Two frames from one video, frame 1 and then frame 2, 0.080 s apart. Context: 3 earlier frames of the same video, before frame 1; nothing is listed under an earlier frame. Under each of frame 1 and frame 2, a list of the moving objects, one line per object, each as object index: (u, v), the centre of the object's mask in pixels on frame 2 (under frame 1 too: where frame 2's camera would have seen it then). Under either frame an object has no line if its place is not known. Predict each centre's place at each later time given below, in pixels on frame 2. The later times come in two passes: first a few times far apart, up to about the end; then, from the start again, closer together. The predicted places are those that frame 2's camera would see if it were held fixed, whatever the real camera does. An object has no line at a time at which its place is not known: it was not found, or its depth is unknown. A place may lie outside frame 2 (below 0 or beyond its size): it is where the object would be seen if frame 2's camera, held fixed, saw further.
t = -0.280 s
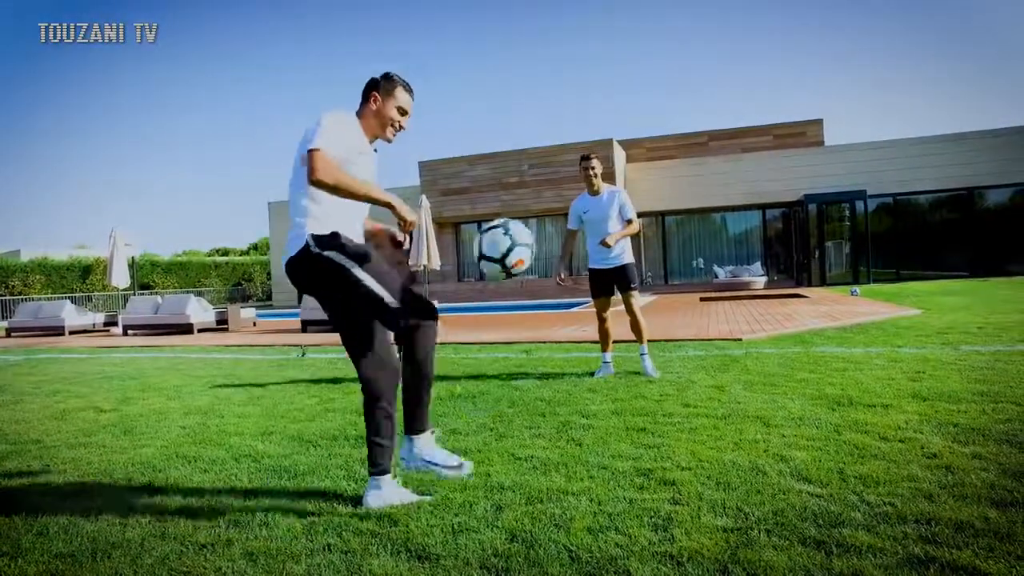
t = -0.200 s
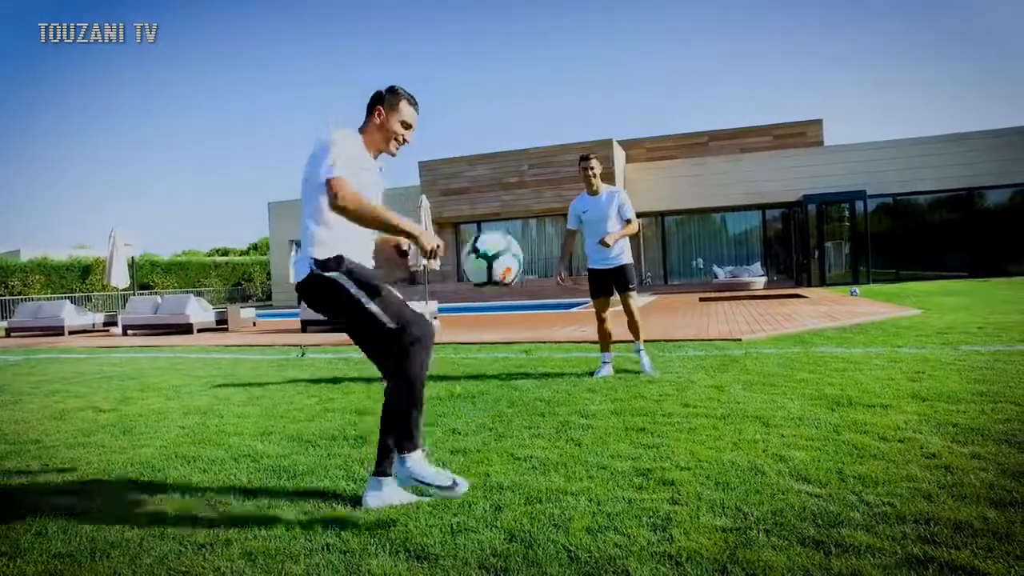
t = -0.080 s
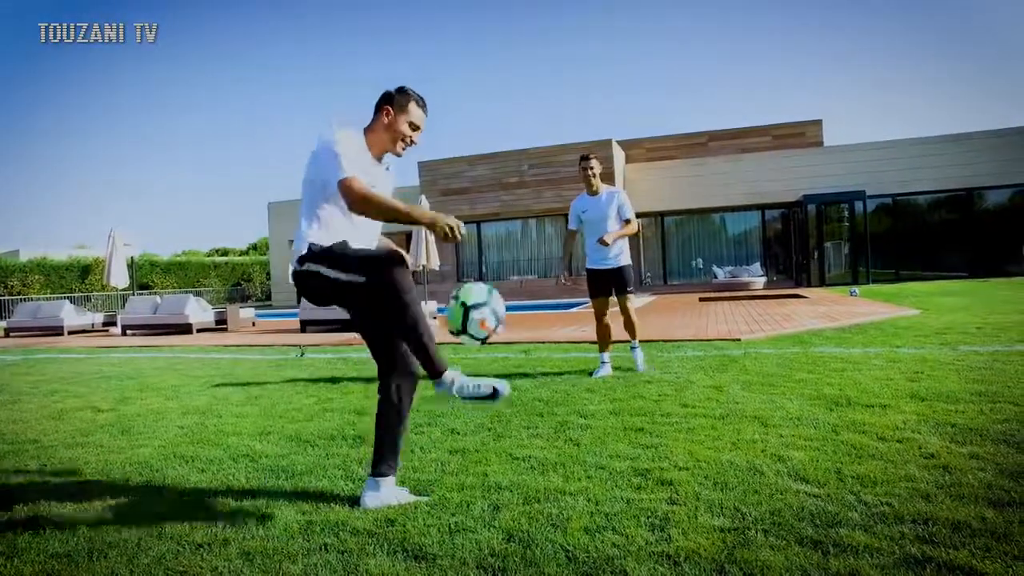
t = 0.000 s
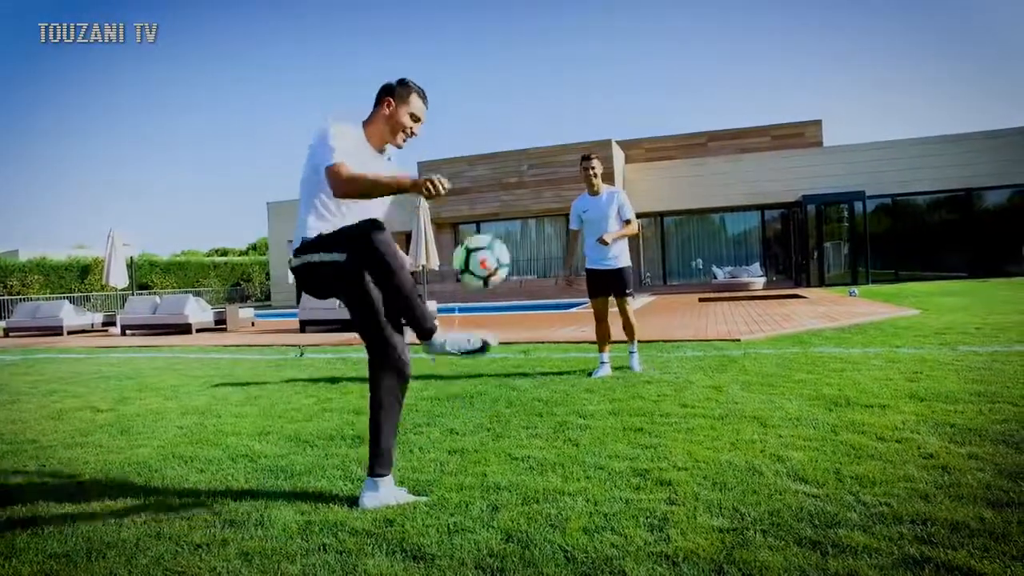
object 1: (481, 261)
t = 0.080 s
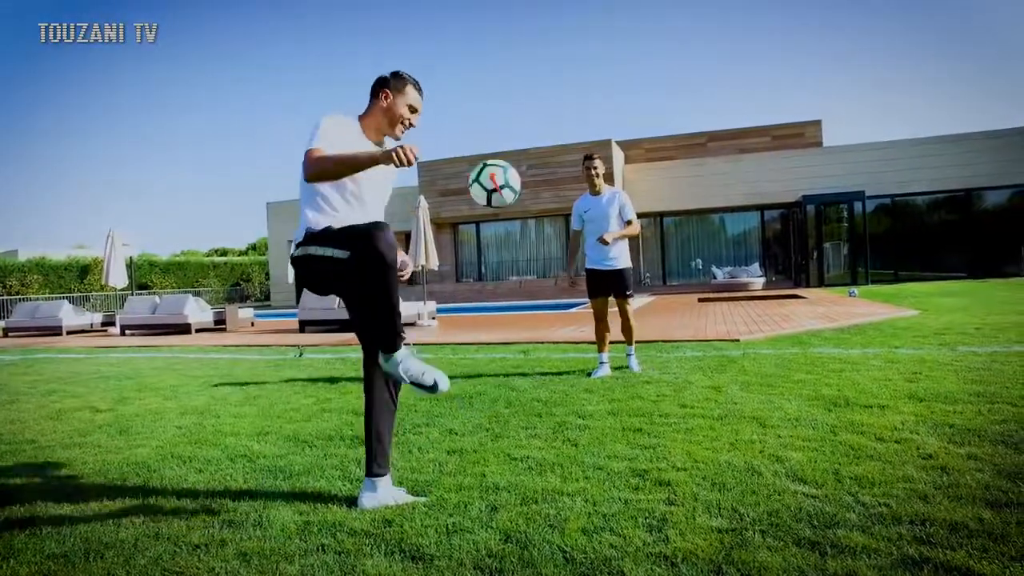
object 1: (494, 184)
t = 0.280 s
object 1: (522, 89)
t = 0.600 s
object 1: (553, 110)
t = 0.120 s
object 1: (501, 157)
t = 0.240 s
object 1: (518, 99)
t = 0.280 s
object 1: (522, 89)
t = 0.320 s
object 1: (526, 82)
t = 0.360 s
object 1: (530, 78)
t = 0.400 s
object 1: (535, 79)
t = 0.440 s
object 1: (539, 80)
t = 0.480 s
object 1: (543, 84)
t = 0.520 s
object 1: (548, 90)
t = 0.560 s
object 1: (551, 98)
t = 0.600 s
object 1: (553, 110)
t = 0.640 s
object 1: (557, 122)
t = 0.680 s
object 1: (560, 135)
